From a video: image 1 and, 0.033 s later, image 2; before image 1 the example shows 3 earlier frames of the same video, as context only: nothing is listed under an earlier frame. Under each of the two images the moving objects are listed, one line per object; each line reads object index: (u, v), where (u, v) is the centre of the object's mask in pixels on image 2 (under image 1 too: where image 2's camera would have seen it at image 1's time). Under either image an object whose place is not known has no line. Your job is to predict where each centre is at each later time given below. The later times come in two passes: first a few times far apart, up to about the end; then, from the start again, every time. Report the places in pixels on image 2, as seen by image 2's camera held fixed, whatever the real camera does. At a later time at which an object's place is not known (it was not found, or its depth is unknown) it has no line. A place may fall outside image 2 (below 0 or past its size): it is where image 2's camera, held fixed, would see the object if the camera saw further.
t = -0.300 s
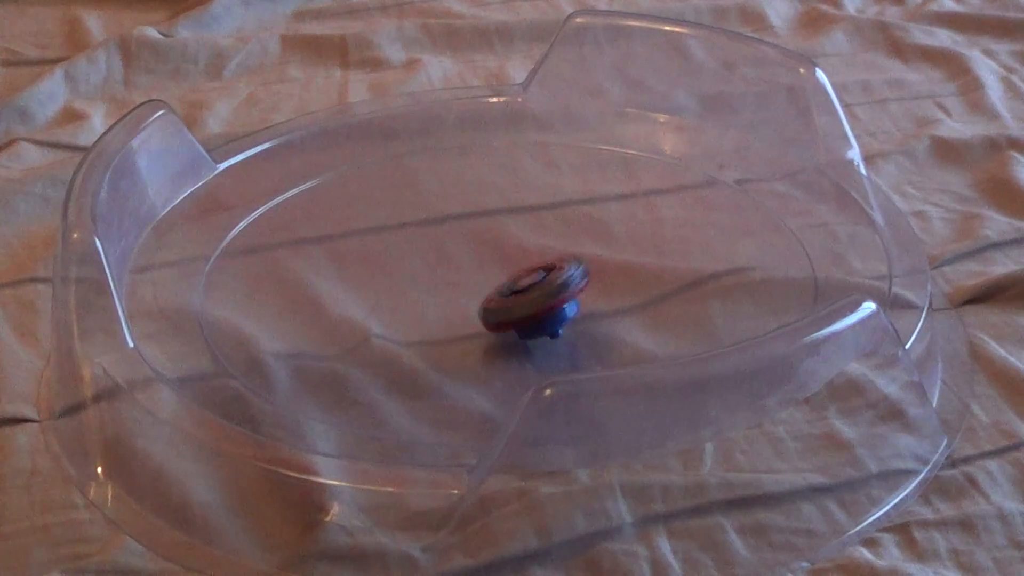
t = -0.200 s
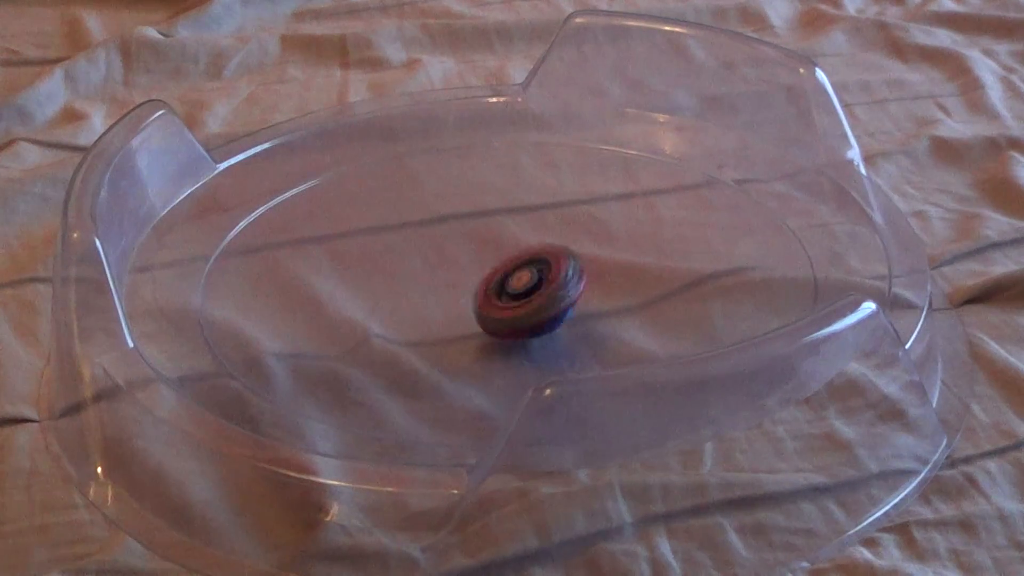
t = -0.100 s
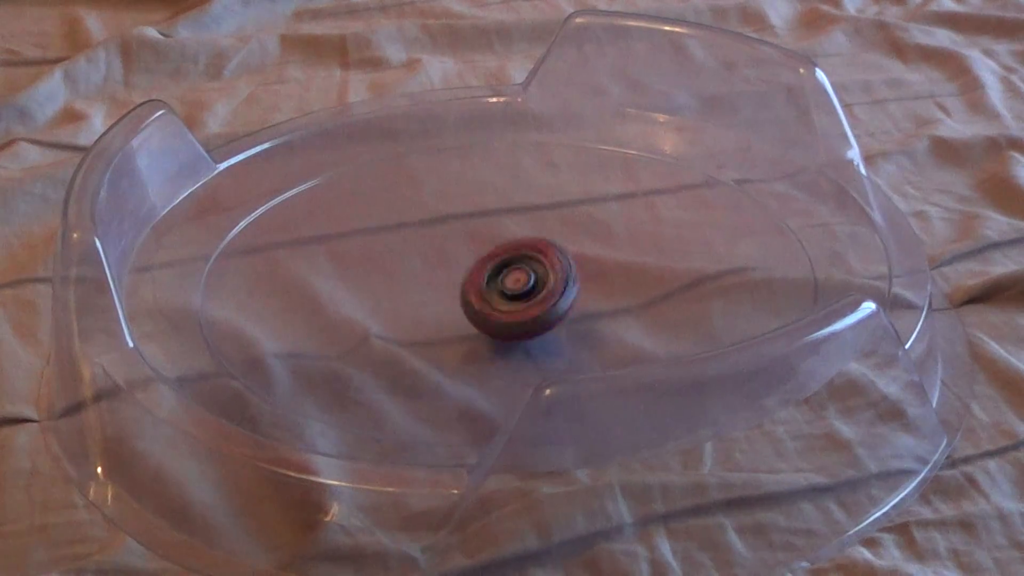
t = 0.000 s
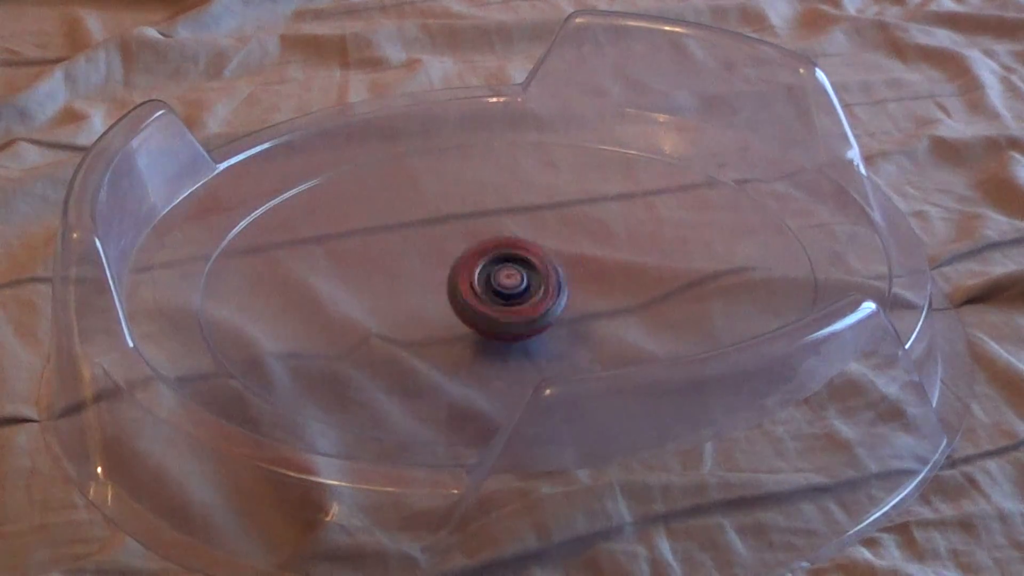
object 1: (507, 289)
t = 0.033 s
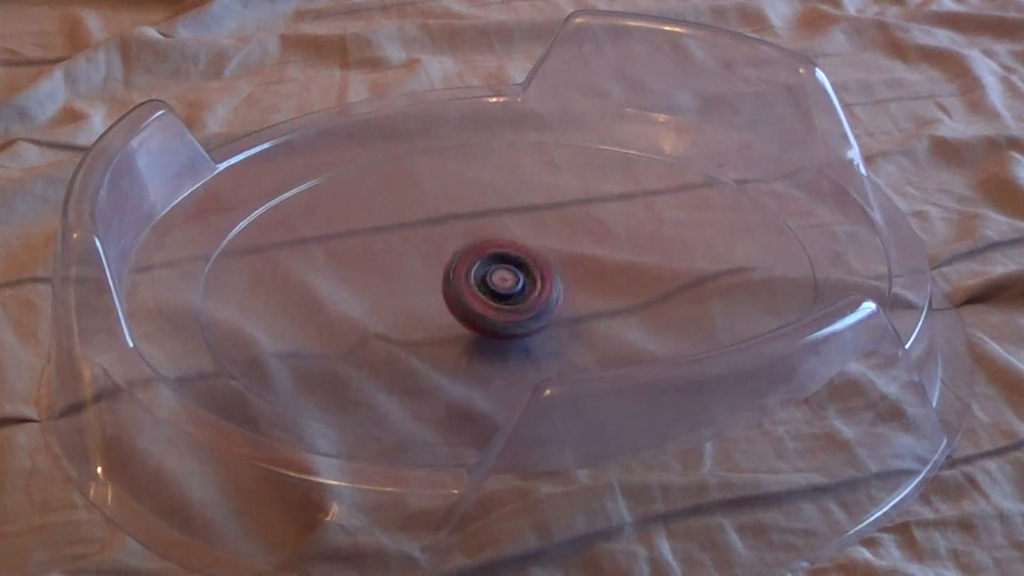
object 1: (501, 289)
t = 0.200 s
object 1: (489, 300)
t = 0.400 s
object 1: (511, 310)
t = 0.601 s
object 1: (533, 295)
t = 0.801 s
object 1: (518, 282)
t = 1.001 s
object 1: (490, 289)
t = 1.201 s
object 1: (501, 309)
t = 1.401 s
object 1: (535, 304)
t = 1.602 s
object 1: (525, 283)
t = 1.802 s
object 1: (495, 286)
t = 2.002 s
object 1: (496, 307)
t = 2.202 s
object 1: (532, 304)
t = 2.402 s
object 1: (526, 284)
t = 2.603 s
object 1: (496, 289)
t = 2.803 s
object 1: (503, 308)
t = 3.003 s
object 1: (531, 297)
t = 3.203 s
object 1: (519, 285)
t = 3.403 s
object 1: (498, 297)
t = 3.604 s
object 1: (519, 306)
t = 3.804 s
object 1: (524, 290)
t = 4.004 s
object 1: (503, 290)
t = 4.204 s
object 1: (512, 305)
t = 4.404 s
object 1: (522, 292)
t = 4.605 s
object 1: (506, 289)
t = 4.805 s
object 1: (510, 303)
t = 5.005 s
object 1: (521, 292)
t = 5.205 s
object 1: (509, 292)
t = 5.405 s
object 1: (515, 302)
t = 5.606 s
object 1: (515, 294)
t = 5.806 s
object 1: (509, 296)
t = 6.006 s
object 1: (517, 297)
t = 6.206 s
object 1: (516, 293)
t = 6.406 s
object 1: (513, 299)
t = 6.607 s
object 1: (514, 292)
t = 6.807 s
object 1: (509, 298)
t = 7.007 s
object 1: (515, 293)
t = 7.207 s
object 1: (512, 295)
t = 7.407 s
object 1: (517, 299)
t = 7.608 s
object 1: (513, 292)
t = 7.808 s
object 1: (514, 300)
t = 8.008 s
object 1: (520, 294)
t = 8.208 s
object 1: (511, 292)
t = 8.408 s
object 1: (506, 303)
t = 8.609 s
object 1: (531, 309)
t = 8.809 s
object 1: (551, 304)
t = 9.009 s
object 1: (551, 290)
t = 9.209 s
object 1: (529, 275)
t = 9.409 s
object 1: (506, 267)
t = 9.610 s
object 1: (511, 269)
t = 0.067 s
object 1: (498, 290)
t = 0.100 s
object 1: (493, 293)
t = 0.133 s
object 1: (490, 295)
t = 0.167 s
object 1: (490, 297)
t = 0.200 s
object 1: (489, 300)
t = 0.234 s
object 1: (490, 302)
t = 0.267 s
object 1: (492, 306)
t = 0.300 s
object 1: (495, 307)
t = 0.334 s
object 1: (500, 309)
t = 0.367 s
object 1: (505, 310)
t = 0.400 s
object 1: (511, 310)
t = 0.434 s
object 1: (517, 310)
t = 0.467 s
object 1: (522, 309)
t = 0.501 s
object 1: (526, 307)
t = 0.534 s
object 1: (529, 304)
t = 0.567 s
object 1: (532, 301)
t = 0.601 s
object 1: (533, 295)
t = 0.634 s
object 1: (532, 293)
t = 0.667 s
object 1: (531, 289)
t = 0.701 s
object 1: (528, 286)
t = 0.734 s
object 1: (526, 284)
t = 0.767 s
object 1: (521, 282)
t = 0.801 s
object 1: (518, 282)
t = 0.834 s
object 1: (512, 282)
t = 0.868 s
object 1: (507, 281)
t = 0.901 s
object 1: (502, 282)
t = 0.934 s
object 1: (498, 284)
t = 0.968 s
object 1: (493, 287)
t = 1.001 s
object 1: (490, 289)
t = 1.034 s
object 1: (488, 294)
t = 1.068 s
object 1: (486, 296)
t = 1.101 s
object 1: (487, 300)
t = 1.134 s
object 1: (491, 305)
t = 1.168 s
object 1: (495, 308)
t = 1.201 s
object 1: (501, 309)
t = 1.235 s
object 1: (506, 310)
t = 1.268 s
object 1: (515, 310)
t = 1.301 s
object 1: (521, 310)
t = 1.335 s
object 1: (526, 309)
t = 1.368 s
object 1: (532, 306)
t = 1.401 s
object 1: (535, 304)
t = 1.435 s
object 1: (538, 298)
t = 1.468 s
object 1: (538, 295)
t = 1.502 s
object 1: (537, 291)
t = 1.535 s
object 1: (533, 287)
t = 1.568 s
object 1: (531, 285)
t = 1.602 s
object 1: (525, 283)
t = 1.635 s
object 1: (520, 281)
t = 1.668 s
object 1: (515, 281)
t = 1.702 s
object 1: (509, 281)
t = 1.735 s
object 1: (504, 281)
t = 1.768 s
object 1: (500, 283)
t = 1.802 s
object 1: (495, 286)
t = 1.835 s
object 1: (490, 290)
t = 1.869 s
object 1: (488, 292)
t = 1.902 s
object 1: (487, 297)
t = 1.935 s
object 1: (488, 300)
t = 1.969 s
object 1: (492, 304)
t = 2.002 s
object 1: (496, 307)
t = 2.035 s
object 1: (501, 309)
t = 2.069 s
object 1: (509, 309)
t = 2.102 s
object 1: (515, 310)
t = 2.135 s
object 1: (523, 309)
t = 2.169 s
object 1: (529, 307)
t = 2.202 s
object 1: (532, 304)
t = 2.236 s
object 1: (535, 301)
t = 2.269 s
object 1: (535, 296)
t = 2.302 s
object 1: (535, 292)
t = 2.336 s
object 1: (533, 288)
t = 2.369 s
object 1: (530, 286)
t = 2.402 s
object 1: (526, 284)
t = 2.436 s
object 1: (522, 283)
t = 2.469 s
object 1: (516, 282)
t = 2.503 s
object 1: (511, 282)
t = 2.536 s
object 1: (506, 284)
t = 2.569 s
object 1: (501, 285)
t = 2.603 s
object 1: (496, 289)
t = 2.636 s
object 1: (494, 292)
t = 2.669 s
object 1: (492, 296)
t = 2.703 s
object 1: (492, 298)
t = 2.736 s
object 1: (495, 302)
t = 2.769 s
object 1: (499, 306)
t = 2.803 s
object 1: (503, 308)
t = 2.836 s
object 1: (509, 308)
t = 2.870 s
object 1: (515, 309)
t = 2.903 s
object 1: (521, 308)
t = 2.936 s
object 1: (527, 306)
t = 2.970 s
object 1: (530, 303)
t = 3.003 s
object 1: (531, 297)
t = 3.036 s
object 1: (533, 295)
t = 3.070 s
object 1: (530, 292)
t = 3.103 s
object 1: (529, 288)
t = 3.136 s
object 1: (527, 287)
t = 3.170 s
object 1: (524, 286)
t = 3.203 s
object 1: (519, 285)
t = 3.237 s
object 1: (514, 286)
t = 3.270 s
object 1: (510, 286)
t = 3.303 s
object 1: (506, 287)
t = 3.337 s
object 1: (502, 290)
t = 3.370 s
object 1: (500, 293)
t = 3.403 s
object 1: (498, 297)
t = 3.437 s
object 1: (498, 299)
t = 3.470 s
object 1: (501, 304)
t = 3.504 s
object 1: (505, 305)
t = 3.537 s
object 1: (510, 307)
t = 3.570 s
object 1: (514, 307)
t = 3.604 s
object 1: (519, 306)
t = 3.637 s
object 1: (524, 304)
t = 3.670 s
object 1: (526, 302)
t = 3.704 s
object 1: (527, 299)
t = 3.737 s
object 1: (526, 294)
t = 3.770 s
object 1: (527, 292)
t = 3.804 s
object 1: (524, 290)
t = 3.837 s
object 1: (521, 288)
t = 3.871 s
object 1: (517, 288)
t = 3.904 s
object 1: (514, 288)
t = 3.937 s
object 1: (510, 289)
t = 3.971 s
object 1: (506, 289)
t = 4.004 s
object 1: (503, 290)
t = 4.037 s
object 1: (500, 295)
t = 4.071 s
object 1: (500, 297)
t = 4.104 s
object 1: (500, 300)
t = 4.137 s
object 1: (503, 304)
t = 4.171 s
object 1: (508, 305)
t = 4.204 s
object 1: (512, 305)
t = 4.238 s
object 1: (516, 305)
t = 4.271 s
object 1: (520, 305)
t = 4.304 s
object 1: (523, 301)
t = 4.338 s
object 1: (524, 297)
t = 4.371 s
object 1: (524, 295)
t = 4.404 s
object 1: (522, 292)
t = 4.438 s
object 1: (521, 290)
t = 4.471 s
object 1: (519, 289)
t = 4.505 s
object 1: (516, 289)
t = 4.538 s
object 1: (513, 289)
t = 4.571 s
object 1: (509, 289)
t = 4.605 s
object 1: (506, 289)
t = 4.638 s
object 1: (505, 292)
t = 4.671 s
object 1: (503, 296)
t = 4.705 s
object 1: (501, 298)
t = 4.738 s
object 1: (502, 300)
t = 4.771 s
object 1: (505, 302)
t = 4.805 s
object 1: (510, 303)
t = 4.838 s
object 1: (514, 304)
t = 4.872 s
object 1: (517, 304)
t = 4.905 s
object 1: (520, 301)
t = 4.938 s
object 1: (521, 297)
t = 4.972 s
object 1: (522, 293)
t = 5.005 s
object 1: (521, 292)
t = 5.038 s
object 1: (518, 291)
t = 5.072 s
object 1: (517, 290)
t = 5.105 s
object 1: (515, 289)
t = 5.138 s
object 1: (512, 290)
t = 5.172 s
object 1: (511, 290)
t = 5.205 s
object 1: (509, 292)
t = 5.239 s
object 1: (507, 294)
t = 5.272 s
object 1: (503, 295)
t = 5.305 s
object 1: (505, 299)
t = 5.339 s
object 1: (508, 300)
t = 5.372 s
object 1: (512, 302)
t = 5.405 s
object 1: (515, 302)
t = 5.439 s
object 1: (516, 302)
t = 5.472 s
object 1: (516, 300)
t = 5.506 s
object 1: (518, 296)
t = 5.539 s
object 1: (518, 295)
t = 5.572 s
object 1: (516, 293)
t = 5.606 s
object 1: (515, 294)
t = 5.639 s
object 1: (514, 293)
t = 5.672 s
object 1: (513, 291)
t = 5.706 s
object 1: (513, 292)
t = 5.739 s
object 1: (513, 293)
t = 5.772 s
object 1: (511, 294)
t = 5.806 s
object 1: (509, 296)
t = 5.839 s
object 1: (508, 298)
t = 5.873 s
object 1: (510, 300)
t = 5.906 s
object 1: (512, 299)
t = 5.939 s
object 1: (515, 301)
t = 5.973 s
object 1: (516, 300)
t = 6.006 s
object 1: (517, 297)
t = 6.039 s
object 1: (516, 294)
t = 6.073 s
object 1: (515, 292)
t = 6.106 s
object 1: (516, 291)
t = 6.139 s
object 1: (516, 293)
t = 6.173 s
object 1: (515, 293)
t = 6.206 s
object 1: (516, 293)
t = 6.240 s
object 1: (514, 293)
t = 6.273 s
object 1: (510, 294)
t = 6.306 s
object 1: (509, 296)
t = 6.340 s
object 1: (511, 300)
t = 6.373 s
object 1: (512, 298)
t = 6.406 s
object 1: (513, 299)
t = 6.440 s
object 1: (515, 299)
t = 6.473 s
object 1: (515, 298)
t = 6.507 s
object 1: (514, 296)
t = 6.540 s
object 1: (514, 293)
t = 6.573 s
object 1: (514, 292)
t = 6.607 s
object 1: (514, 292)
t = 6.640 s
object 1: (513, 293)
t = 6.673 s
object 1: (513, 293)
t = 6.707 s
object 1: (512, 294)
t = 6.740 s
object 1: (510, 294)
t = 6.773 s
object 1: (509, 297)
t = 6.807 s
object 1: (509, 298)
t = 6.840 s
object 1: (513, 300)
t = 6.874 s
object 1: (515, 300)
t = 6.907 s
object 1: (516, 300)
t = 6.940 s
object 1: (517, 298)
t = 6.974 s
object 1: (516, 295)
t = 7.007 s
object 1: (515, 293)
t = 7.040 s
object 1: (514, 293)
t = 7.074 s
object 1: (513, 294)
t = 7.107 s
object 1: (514, 295)
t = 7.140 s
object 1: (514, 294)
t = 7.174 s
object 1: (515, 294)
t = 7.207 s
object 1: (512, 295)
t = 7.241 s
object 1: (509, 296)
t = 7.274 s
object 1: (511, 300)
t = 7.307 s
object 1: (513, 300)
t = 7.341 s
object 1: (514, 300)
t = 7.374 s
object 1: (516, 301)
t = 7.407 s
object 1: (517, 299)
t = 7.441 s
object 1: (516, 297)
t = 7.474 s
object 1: (514, 294)
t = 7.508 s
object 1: (514, 293)
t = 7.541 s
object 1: (514, 292)
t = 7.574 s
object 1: (513, 292)
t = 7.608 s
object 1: (513, 292)
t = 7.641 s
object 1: (513, 293)
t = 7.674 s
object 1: (514, 294)
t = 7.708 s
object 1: (512, 295)
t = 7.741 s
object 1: (511, 297)
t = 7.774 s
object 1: (513, 301)
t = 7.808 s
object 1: (514, 300)
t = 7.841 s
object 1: (517, 300)
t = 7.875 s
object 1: (520, 301)
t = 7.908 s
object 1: (522, 301)
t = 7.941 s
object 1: (521, 299)
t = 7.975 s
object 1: (521, 296)
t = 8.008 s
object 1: (520, 294)
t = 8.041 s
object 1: (520, 291)
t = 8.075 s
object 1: (519, 292)
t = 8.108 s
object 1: (516, 292)
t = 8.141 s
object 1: (514, 293)
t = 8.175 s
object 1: (513, 292)
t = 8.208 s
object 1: (511, 292)
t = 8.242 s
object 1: (509, 292)
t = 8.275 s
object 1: (508, 294)
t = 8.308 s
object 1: (508, 296)
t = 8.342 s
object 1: (506, 299)
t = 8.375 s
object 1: (505, 302)
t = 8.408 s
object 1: (506, 303)
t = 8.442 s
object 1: (509, 307)
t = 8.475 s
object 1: (511, 307)
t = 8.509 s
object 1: (517, 309)
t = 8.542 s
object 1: (522, 309)
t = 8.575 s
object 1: (527, 309)
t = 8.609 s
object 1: (531, 309)
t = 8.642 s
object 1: (536, 309)
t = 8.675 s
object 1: (539, 308)
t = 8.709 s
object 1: (544, 308)
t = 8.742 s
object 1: (546, 306)
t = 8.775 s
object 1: (551, 305)
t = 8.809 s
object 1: (551, 304)
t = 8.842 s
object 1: (554, 302)
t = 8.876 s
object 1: (555, 299)
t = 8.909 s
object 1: (554, 297)
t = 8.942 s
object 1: (553, 295)
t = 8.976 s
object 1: (551, 293)
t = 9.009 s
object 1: (551, 290)
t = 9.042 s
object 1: (548, 286)
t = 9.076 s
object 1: (545, 283)
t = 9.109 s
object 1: (542, 281)
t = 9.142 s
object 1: (538, 279)
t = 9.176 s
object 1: (534, 277)
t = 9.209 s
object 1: (529, 275)
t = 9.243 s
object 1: (524, 272)
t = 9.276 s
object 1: (519, 271)
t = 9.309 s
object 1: (515, 270)
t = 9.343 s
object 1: (511, 269)
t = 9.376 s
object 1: (509, 268)
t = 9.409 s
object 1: (506, 267)
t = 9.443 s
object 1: (504, 267)
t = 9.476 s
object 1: (504, 267)
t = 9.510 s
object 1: (505, 267)
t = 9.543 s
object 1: (506, 267)
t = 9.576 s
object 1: (508, 268)
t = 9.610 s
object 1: (511, 269)
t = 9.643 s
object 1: (514, 269)
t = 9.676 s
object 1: (518, 269)
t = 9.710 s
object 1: (522, 269)
